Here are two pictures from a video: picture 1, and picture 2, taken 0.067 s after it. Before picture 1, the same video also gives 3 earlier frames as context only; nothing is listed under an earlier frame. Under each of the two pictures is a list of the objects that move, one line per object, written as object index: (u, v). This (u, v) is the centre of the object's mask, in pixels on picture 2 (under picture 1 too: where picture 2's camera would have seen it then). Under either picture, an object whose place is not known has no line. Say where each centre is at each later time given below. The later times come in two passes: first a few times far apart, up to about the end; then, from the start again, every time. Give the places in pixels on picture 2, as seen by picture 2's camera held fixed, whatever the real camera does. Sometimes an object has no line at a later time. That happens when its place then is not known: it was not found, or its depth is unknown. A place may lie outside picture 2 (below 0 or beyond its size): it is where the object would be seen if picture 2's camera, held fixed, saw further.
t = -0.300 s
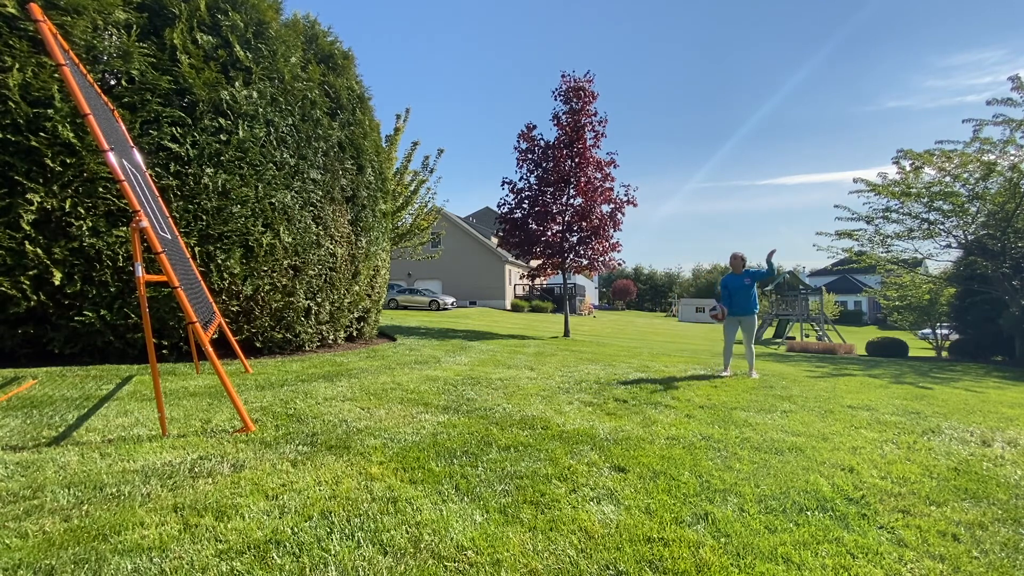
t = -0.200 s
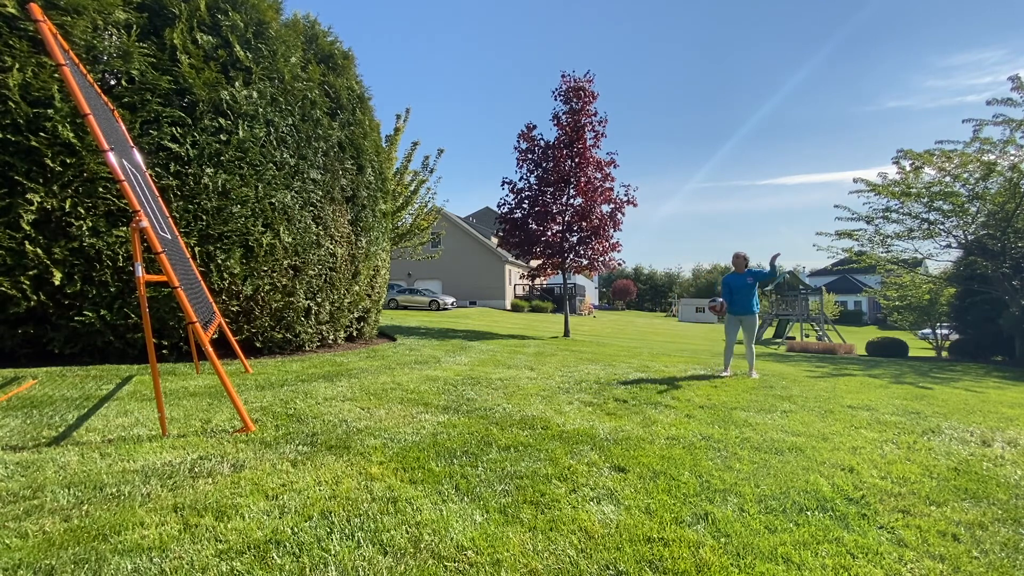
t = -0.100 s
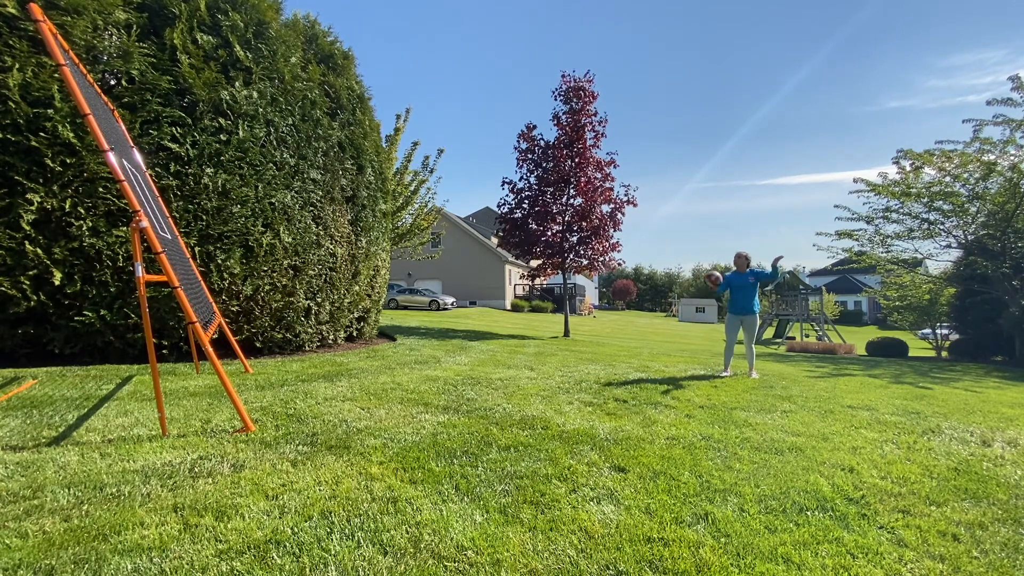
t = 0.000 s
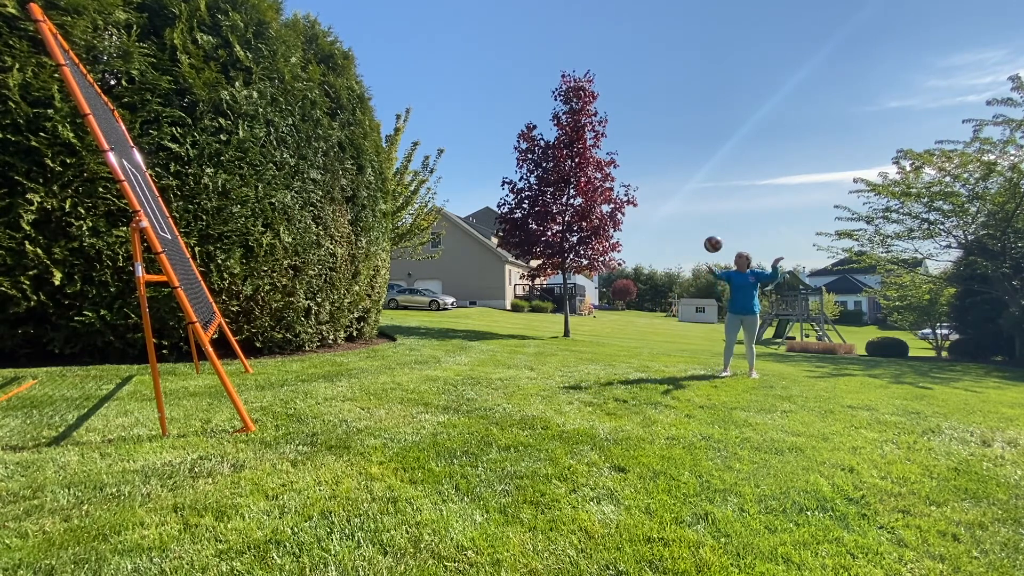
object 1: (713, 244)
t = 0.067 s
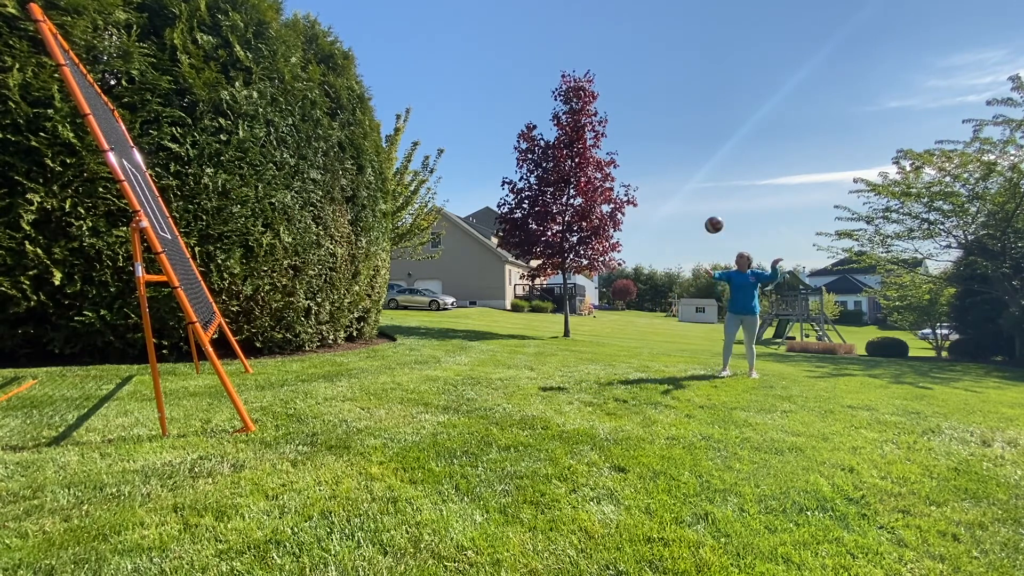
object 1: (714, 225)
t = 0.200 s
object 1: (715, 197)
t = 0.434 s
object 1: (718, 182)
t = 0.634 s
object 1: (720, 204)
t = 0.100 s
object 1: (714, 216)
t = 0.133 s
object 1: (715, 209)
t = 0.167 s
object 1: (715, 202)
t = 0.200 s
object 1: (715, 197)
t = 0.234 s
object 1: (716, 192)
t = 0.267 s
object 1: (716, 188)
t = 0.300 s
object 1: (716, 185)
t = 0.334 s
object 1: (717, 183)
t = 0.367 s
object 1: (717, 182)
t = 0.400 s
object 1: (717, 182)
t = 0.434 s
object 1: (718, 182)
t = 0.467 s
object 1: (718, 184)
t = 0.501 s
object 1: (718, 186)
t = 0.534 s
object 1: (719, 189)
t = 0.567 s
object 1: (719, 194)
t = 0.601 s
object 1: (719, 198)
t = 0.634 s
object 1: (720, 204)
